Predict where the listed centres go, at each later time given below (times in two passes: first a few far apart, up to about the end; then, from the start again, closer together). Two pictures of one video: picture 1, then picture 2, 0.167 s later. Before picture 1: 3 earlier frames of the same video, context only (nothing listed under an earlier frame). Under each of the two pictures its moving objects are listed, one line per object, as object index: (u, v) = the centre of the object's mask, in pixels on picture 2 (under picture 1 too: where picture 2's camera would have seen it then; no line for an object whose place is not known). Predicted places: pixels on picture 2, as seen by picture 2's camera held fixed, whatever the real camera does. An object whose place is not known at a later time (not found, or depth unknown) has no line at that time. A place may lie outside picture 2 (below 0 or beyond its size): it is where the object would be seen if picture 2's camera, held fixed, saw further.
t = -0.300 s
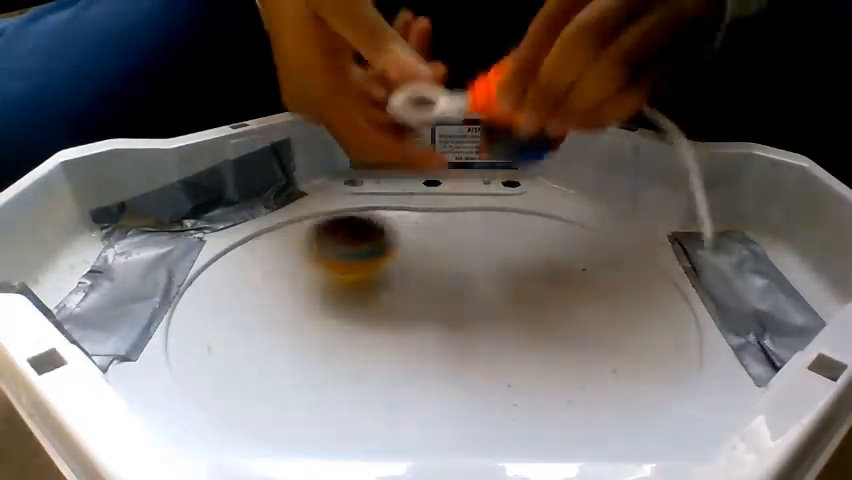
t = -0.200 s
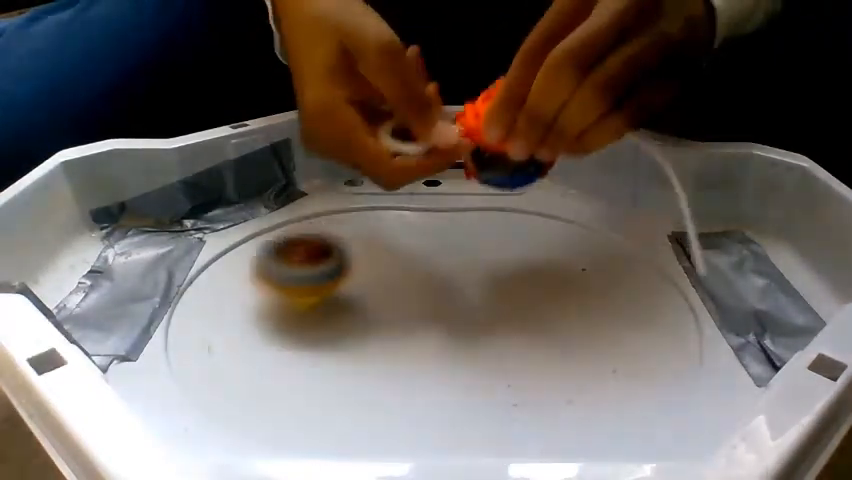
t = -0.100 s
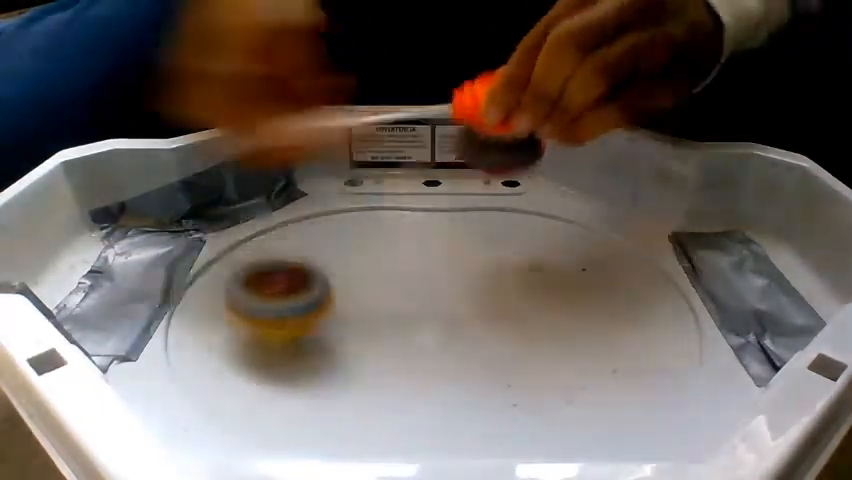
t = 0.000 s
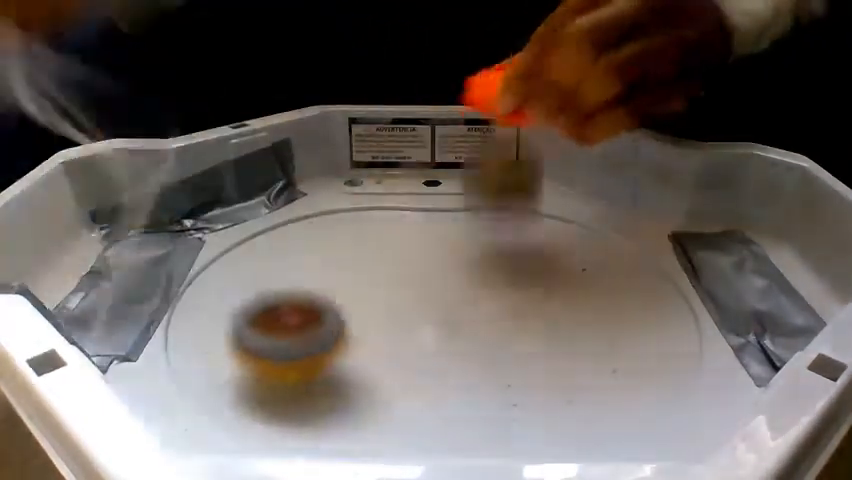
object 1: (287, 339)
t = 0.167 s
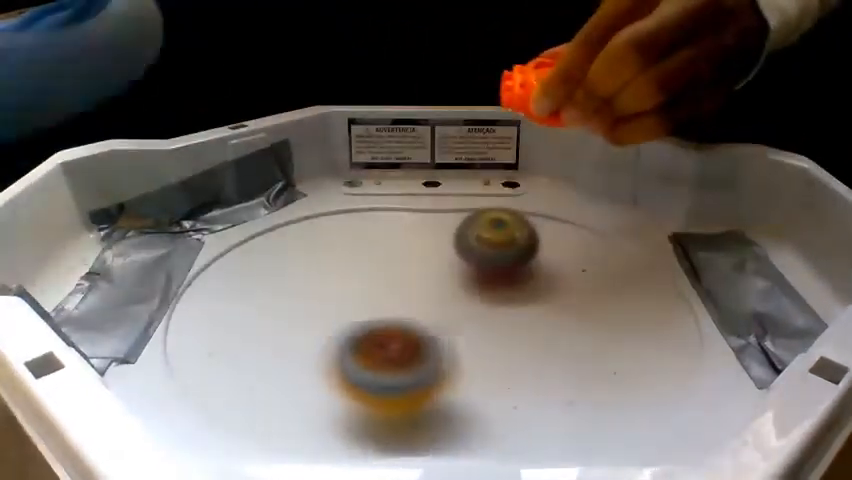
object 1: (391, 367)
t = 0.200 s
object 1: (419, 364)
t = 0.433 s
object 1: (541, 322)
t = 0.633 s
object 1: (354, 406)
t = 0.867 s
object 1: (293, 396)
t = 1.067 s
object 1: (338, 406)
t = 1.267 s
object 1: (259, 430)
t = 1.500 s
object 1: (383, 300)
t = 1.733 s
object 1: (203, 274)
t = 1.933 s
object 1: (251, 266)
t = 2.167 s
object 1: (349, 291)
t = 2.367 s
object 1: (397, 322)
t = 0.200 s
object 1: (419, 364)
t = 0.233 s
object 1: (447, 361)
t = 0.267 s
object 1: (476, 358)
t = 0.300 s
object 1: (499, 354)
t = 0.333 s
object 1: (521, 346)
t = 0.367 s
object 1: (537, 337)
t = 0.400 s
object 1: (548, 326)
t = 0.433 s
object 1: (541, 322)
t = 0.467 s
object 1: (510, 349)
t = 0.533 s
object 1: (440, 391)
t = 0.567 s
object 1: (410, 399)
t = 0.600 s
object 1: (382, 403)
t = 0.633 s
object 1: (354, 406)
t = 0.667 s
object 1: (333, 401)
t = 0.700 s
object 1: (314, 396)
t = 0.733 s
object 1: (301, 384)
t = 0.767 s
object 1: (294, 372)
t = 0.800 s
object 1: (289, 365)
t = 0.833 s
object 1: (289, 382)
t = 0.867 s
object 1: (293, 396)
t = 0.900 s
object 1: (301, 400)
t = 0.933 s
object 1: (316, 404)
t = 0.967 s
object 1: (327, 406)
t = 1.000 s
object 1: (334, 407)
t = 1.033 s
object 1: (338, 407)
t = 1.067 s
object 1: (338, 406)
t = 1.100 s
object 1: (333, 404)
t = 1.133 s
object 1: (327, 403)
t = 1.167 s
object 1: (321, 401)
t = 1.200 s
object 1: (317, 402)
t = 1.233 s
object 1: (288, 418)
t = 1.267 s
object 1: (259, 430)
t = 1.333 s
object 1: (296, 396)
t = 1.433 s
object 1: (351, 344)
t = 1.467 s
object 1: (370, 322)
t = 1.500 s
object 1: (383, 300)
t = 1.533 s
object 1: (368, 290)
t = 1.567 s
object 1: (331, 280)
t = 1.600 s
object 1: (287, 293)
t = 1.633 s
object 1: (262, 289)
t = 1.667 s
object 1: (237, 278)
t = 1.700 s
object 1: (216, 276)
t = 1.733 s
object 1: (203, 274)
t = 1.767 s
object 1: (198, 271)
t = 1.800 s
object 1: (201, 269)
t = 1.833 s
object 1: (211, 266)
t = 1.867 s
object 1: (222, 265)
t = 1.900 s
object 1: (237, 266)
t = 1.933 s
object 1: (251, 266)
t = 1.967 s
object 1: (265, 267)
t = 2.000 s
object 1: (278, 269)
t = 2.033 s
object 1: (295, 274)
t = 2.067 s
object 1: (306, 276)
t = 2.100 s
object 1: (321, 282)
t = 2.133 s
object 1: (335, 286)
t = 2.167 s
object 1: (349, 291)
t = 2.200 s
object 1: (360, 296)
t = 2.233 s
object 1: (372, 300)
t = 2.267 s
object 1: (381, 305)
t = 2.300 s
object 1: (389, 309)
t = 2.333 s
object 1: (394, 316)
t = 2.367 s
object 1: (397, 322)
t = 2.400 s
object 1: (399, 330)
